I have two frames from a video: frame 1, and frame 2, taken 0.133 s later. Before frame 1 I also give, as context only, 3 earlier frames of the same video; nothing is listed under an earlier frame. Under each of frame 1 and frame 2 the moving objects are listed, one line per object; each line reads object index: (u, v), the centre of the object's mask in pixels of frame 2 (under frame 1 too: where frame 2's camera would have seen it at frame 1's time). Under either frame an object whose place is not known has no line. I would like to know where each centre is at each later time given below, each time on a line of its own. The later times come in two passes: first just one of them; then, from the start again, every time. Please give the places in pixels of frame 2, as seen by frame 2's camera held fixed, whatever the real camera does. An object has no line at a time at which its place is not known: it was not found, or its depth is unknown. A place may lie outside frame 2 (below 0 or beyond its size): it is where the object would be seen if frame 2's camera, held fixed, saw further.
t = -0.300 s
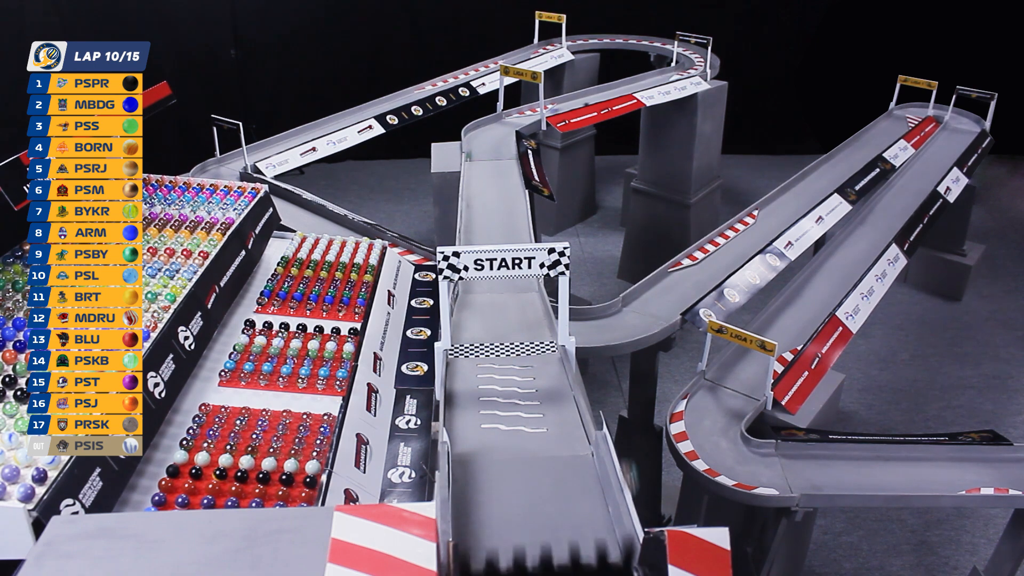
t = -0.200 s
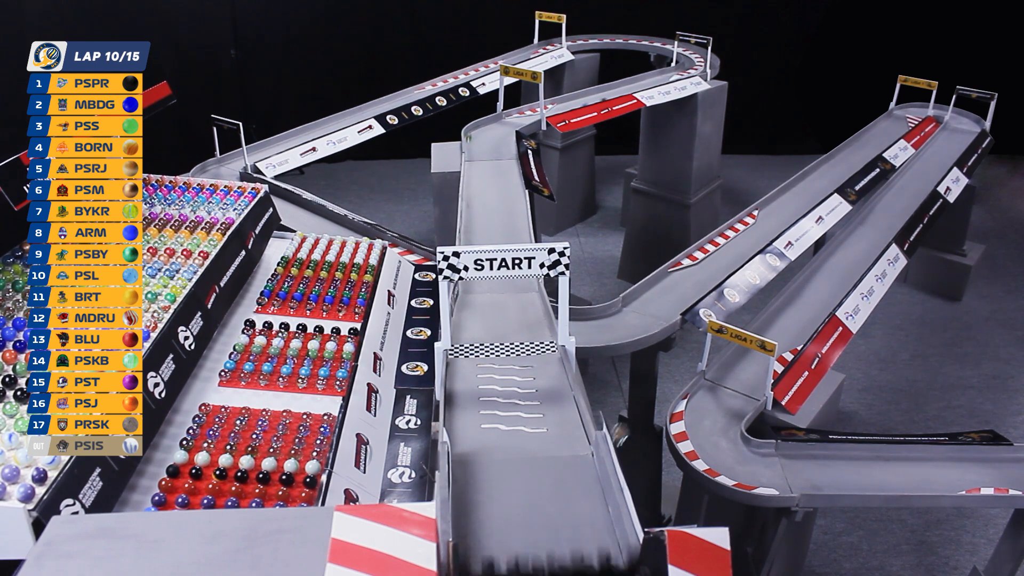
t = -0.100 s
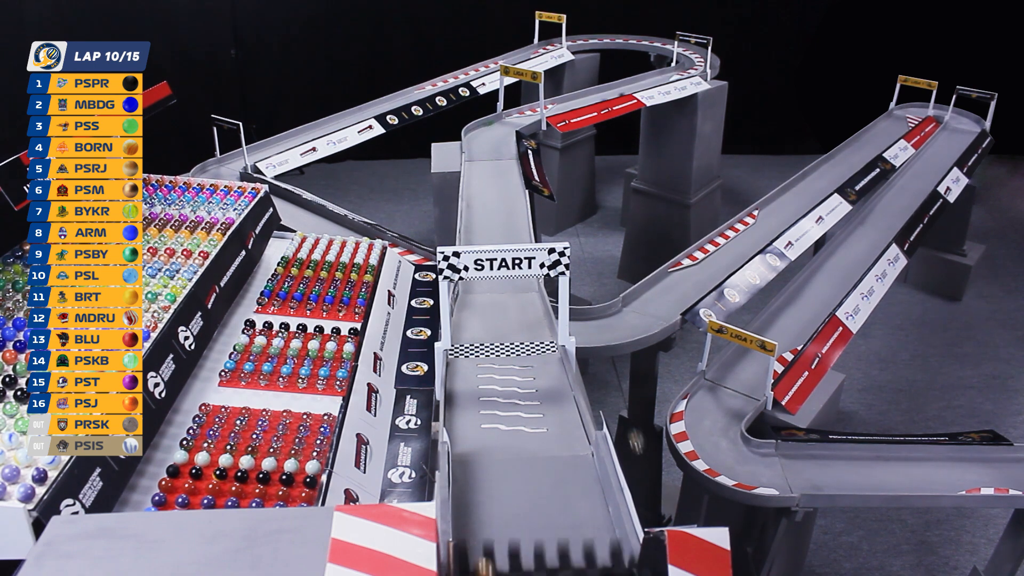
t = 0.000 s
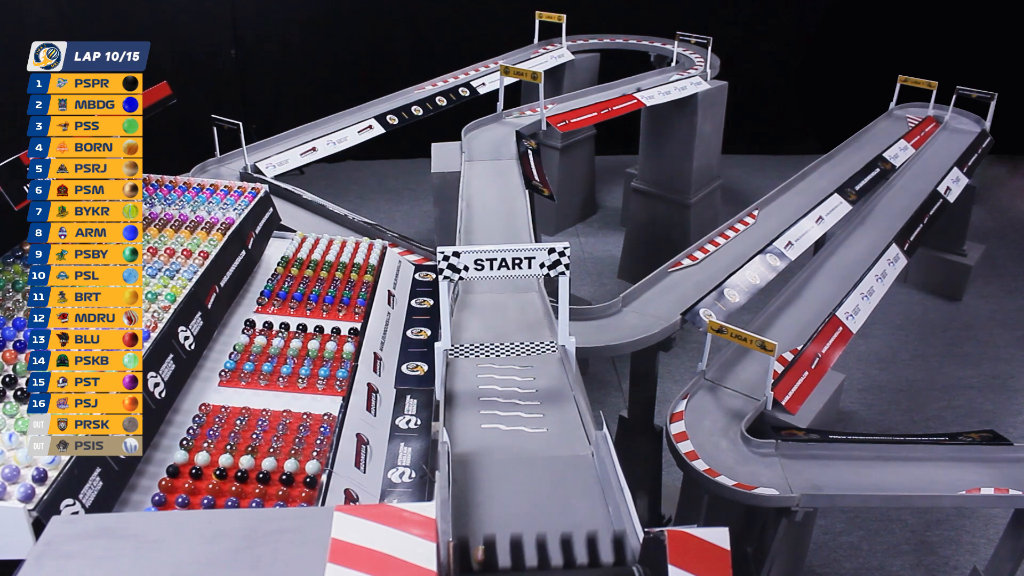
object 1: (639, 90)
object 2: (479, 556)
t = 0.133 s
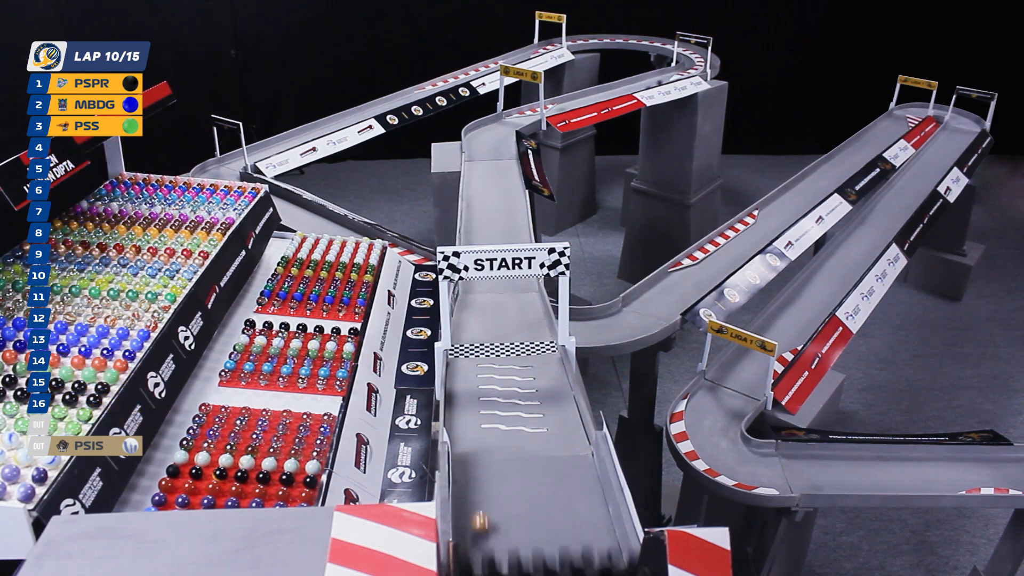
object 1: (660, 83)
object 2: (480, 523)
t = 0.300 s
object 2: (475, 461)
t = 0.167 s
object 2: (479, 510)
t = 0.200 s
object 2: (478, 498)
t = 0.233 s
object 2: (477, 486)
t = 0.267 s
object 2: (476, 473)
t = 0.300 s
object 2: (475, 461)
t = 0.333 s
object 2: (474, 450)
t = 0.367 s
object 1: (691, 75)
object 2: (472, 442)
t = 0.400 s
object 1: (690, 76)
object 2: (472, 432)
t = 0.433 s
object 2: (471, 422)
